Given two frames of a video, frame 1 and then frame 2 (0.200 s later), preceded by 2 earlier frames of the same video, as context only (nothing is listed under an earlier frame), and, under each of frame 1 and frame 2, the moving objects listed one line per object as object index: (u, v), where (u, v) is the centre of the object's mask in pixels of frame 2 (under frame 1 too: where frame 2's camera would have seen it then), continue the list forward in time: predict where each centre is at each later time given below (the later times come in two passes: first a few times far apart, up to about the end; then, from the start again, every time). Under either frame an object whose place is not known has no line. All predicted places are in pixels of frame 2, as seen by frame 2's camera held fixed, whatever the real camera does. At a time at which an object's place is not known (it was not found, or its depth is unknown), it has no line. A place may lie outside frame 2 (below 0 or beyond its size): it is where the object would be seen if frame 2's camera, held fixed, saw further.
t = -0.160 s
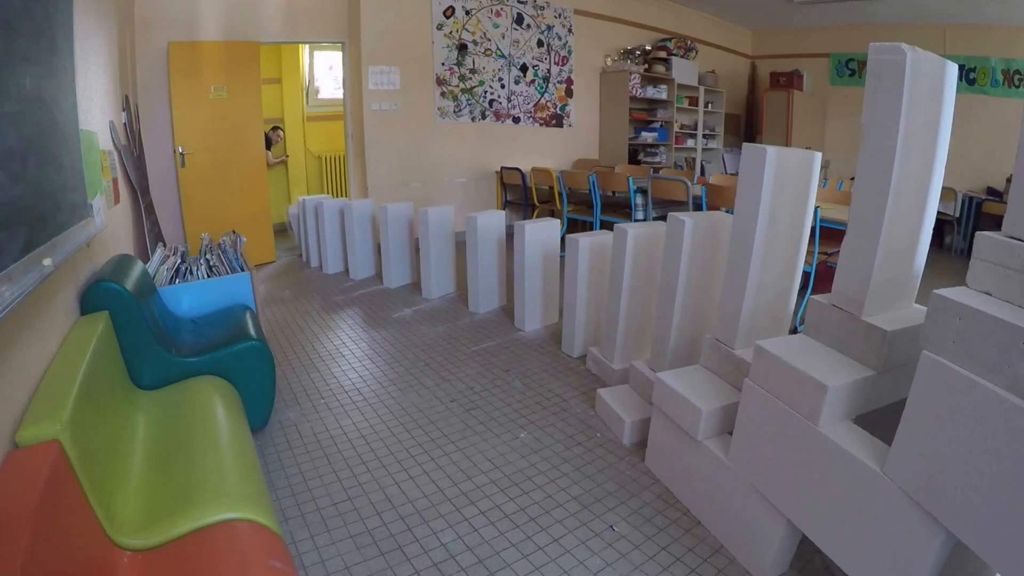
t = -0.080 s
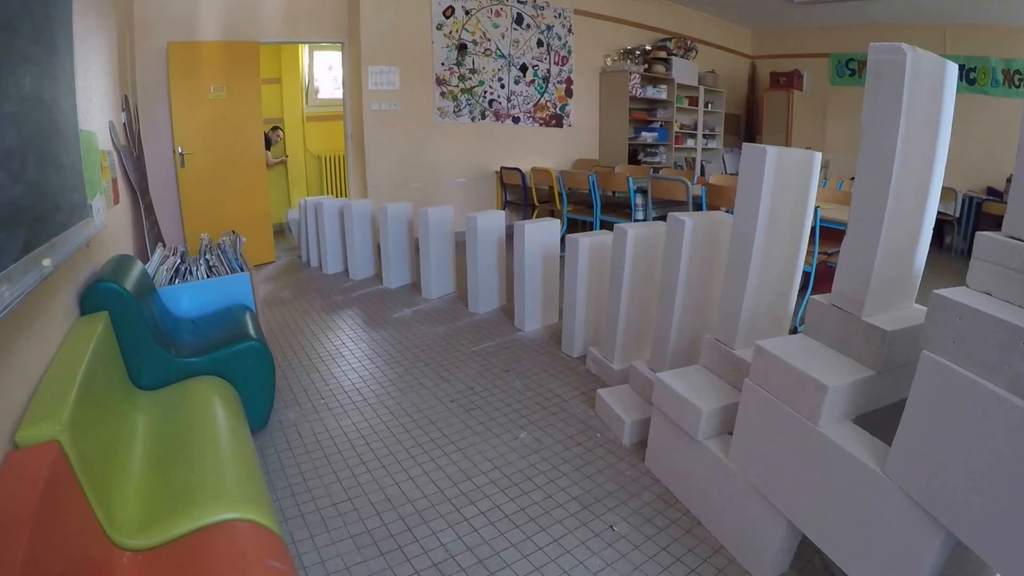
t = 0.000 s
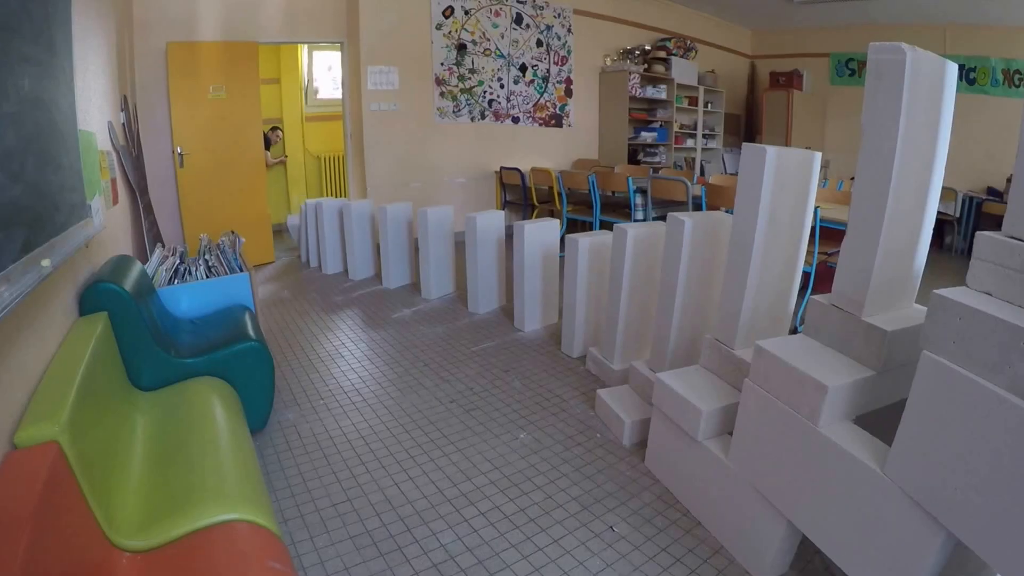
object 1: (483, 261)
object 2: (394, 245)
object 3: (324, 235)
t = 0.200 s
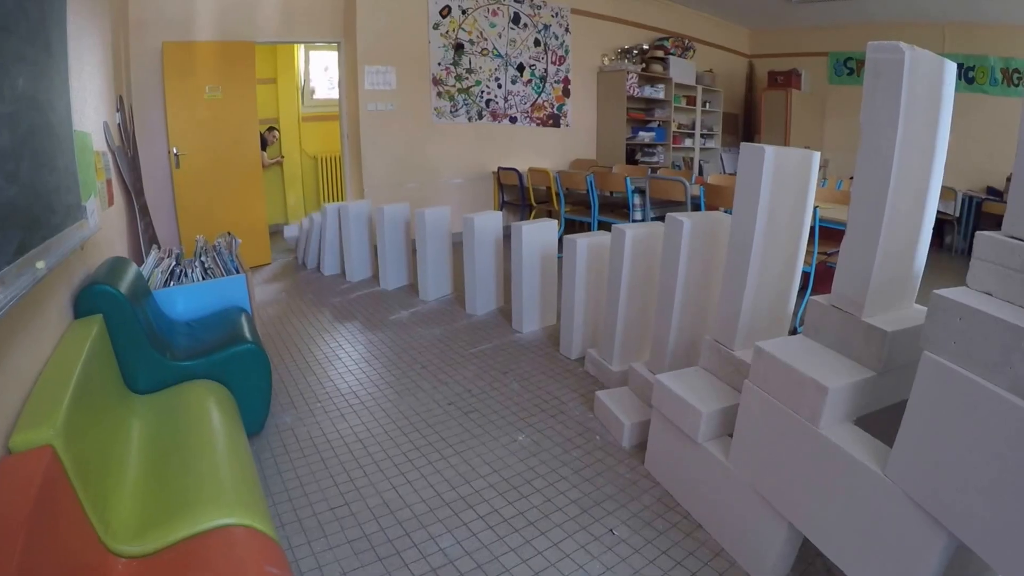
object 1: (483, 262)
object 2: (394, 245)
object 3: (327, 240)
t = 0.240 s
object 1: (483, 262)
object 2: (394, 245)
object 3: (328, 243)
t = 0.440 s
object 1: (483, 263)
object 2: (394, 246)
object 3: (332, 257)
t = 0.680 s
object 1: (483, 264)
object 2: (402, 263)
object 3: (335, 265)
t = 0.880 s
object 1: (485, 265)
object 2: (411, 272)
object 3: (337, 267)
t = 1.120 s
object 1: (494, 284)
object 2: (421, 278)
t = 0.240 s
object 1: (483, 262)
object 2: (394, 245)
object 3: (328, 243)
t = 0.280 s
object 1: (483, 262)
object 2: (394, 245)
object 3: (329, 247)
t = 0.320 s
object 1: (483, 262)
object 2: (394, 246)
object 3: (330, 250)
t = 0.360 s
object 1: (483, 262)
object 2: (394, 246)
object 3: (331, 252)
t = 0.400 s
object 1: (483, 263)
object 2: (393, 246)
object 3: (332, 254)
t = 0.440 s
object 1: (483, 263)
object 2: (394, 246)
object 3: (332, 257)
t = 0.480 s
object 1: (483, 263)
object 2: (396, 247)
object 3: (332, 259)
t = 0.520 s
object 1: (483, 263)
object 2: (397, 248)
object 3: (333, 260)
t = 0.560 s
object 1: (483, 263)
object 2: (399, 250)
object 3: (334, 262)
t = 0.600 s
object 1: (483, 264)
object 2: (400, 255)
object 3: (333, 264)
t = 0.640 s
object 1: (483, 264)
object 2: (401, 261)
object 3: (334, 265)
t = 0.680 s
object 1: (483, 264)
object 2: (402, 263)
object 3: (335, 265)
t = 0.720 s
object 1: (483, 264)
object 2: (403, 265)
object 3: (336, 265)
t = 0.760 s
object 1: (483, 265)
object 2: (405, 267)
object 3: (336, 266)
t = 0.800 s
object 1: (482, 265)
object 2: (408, 268)
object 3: (335, 267)
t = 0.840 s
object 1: (482, 265)
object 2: (410, 271)
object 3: (336, 267)
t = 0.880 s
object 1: (485, 265)
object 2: (411, 272)
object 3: (337, 267)
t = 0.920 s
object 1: (488, 265)
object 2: (413, 274)
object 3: (337, 267)
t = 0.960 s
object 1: (491, 267)
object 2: (415, 275)
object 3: (337, 267)
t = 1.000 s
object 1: (492, 271)
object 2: (418, 275)
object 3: (337, 267)
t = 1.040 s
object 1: (491, 277)
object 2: (420, 276)
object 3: (336, 267)
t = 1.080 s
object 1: (492, 282)
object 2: (421, 277)
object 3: (336, 268)
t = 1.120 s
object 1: (494, 284)
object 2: (421, 278)
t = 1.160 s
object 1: (497, 285)
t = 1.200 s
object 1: (499, 286)
